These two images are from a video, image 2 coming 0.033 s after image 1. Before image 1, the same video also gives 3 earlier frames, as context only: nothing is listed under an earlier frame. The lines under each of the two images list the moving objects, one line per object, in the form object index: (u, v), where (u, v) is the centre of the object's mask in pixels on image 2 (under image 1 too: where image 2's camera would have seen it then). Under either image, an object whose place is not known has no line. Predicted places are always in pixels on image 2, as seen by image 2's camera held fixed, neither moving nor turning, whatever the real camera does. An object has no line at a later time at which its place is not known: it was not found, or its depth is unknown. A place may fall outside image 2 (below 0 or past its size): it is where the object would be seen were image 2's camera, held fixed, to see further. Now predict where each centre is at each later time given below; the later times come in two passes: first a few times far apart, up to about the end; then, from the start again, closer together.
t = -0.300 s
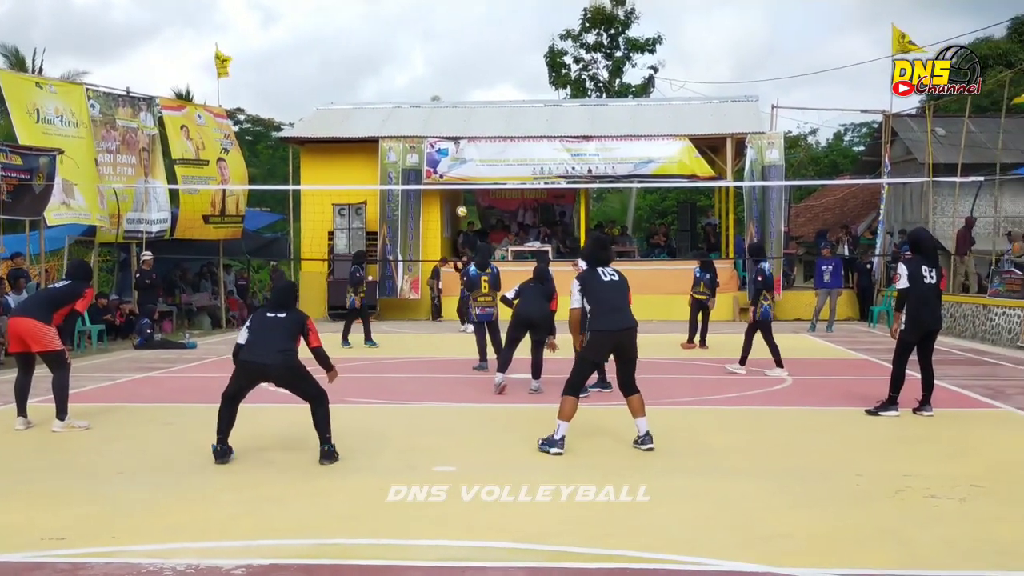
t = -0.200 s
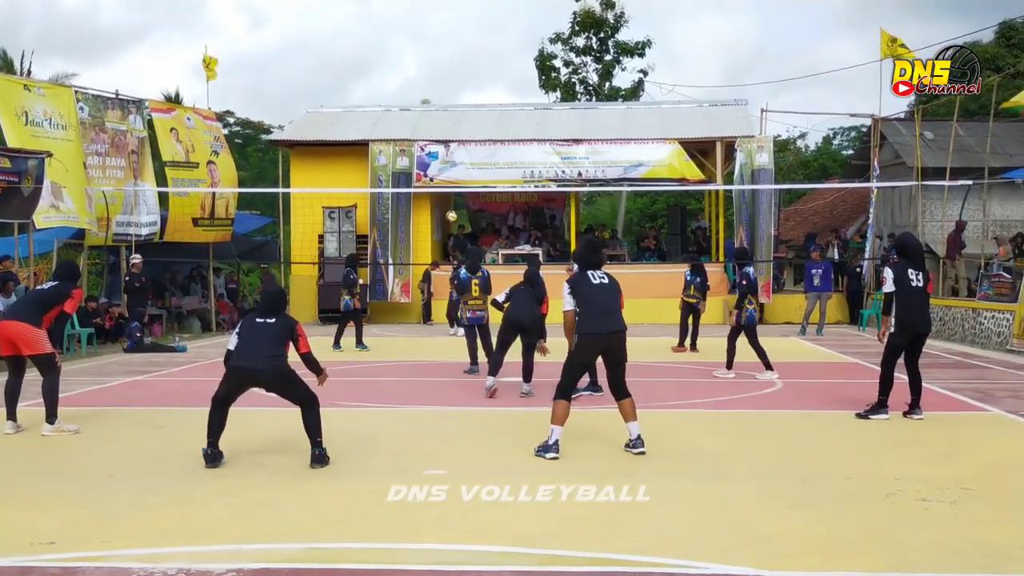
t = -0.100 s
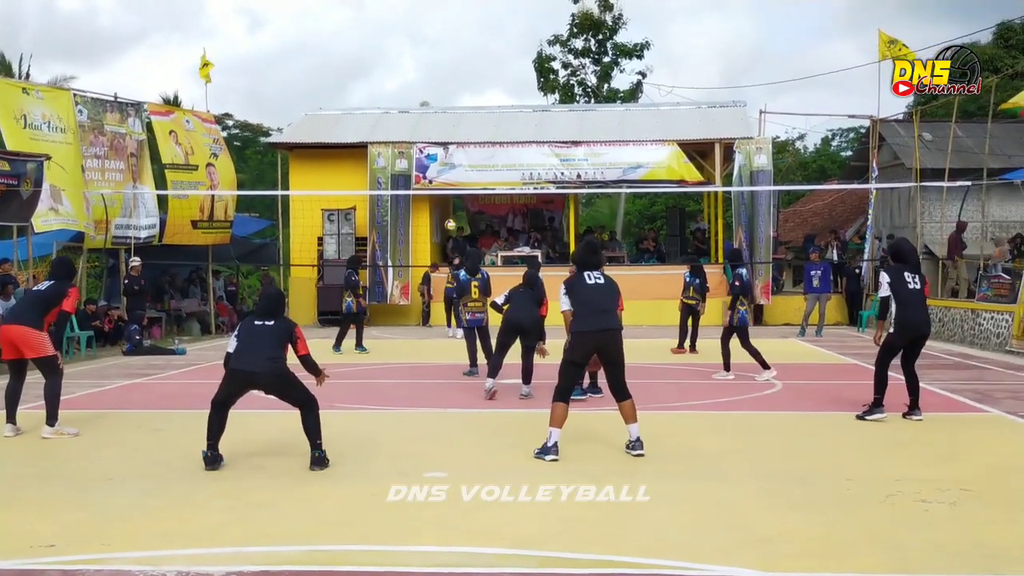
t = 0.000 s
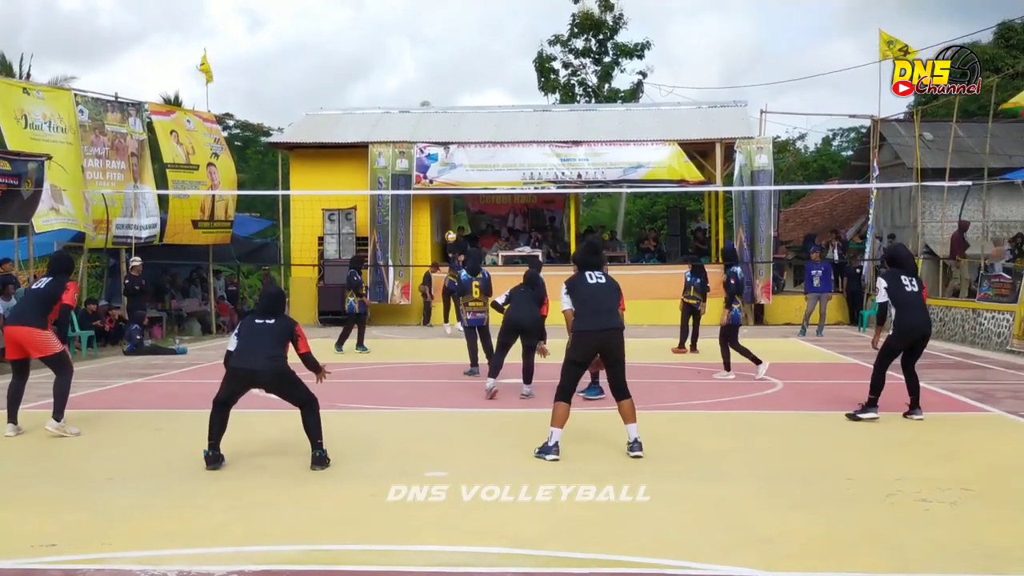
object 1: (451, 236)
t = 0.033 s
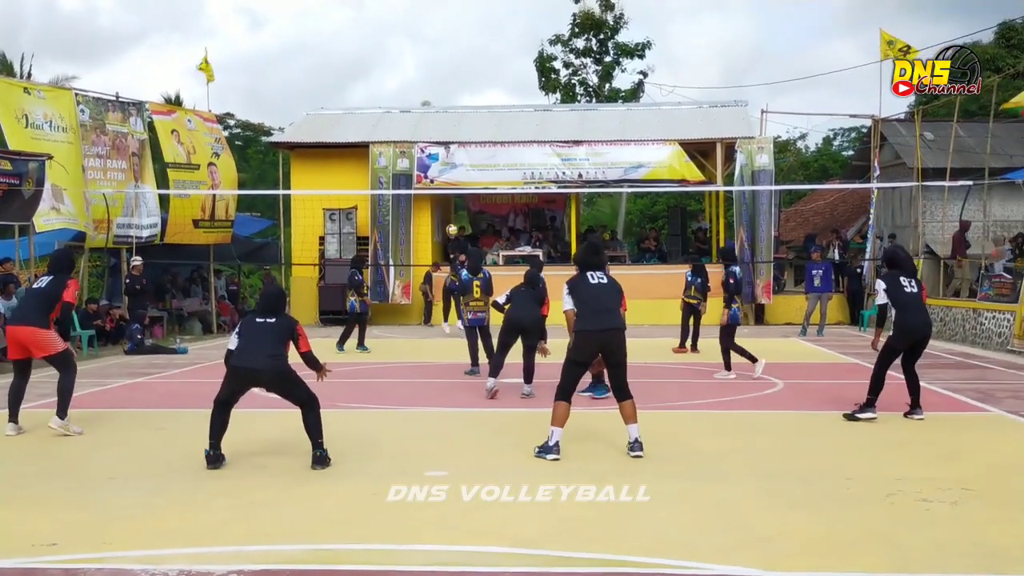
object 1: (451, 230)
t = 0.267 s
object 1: (457, 160)
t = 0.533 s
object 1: (465, 94)
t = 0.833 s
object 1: (482, 55)
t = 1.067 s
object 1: (502, 84)
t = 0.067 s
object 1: (452, 219)
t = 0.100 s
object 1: (453, 209)
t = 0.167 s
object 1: (453, 186)
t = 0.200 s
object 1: (455, 178)
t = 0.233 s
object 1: (456, 169)
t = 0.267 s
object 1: (457, 160)
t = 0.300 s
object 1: (457, 150)
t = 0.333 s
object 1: (458, 141)
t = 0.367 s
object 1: (459, 133)
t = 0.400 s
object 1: (460, 124)
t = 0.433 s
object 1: (461, 117)
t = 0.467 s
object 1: (462, 109)
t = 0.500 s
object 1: (464, 101)
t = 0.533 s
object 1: (465, 94)
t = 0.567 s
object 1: (466, 87)
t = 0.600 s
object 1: (468, 81)
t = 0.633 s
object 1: (470, 75)
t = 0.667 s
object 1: (471, 70)
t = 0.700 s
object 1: (474, 66)
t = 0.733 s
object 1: (475, 62)
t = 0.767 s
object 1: (477, 59)
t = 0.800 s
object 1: (480, 57)
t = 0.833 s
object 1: (482, 55)
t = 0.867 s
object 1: (484, 55)
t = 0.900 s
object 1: (486, 56)
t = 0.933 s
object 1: (489, 58)
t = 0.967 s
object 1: (491, 61)
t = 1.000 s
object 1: (495, 67)
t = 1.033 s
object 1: (498, 74)
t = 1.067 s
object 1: (502, 84)
